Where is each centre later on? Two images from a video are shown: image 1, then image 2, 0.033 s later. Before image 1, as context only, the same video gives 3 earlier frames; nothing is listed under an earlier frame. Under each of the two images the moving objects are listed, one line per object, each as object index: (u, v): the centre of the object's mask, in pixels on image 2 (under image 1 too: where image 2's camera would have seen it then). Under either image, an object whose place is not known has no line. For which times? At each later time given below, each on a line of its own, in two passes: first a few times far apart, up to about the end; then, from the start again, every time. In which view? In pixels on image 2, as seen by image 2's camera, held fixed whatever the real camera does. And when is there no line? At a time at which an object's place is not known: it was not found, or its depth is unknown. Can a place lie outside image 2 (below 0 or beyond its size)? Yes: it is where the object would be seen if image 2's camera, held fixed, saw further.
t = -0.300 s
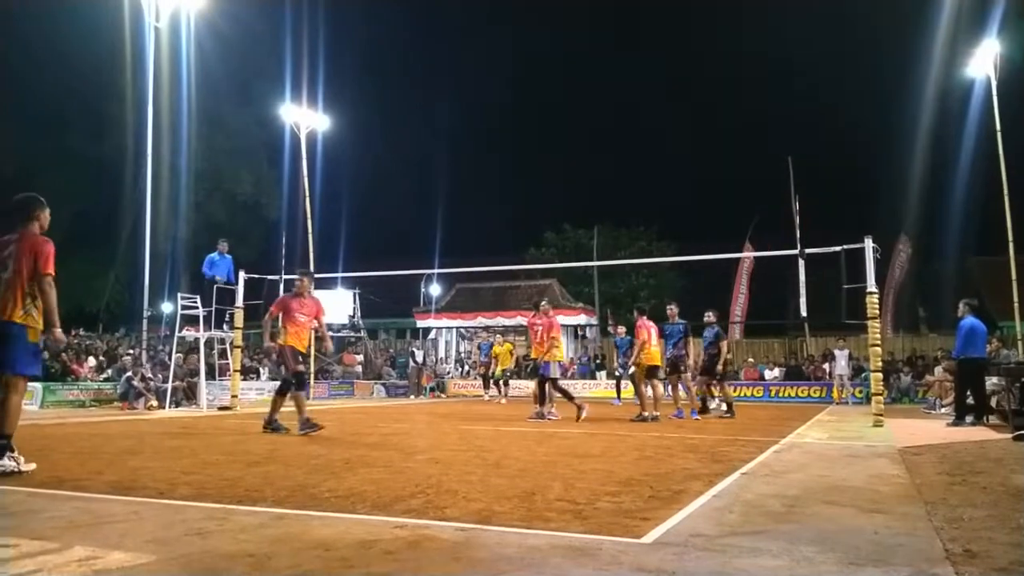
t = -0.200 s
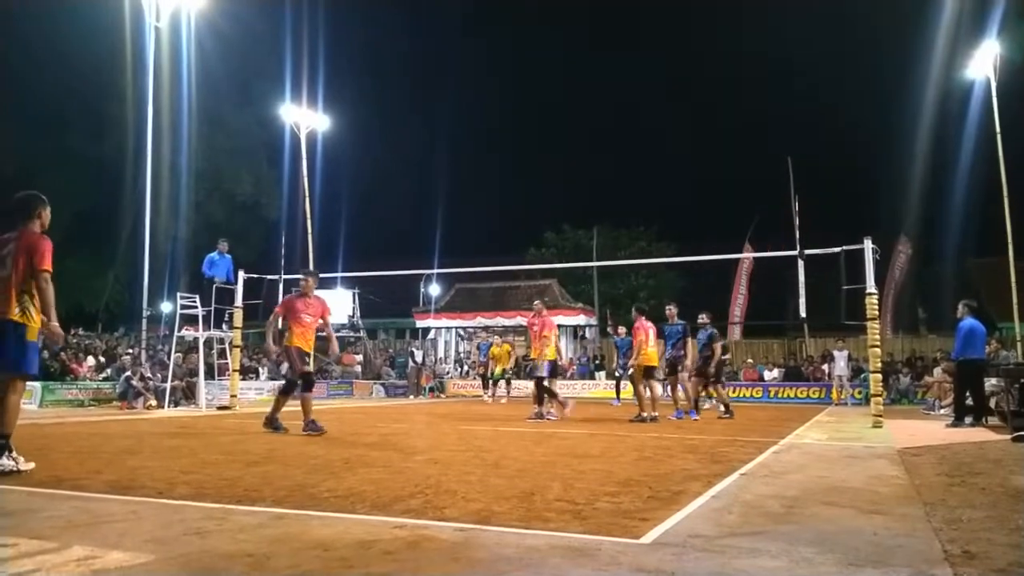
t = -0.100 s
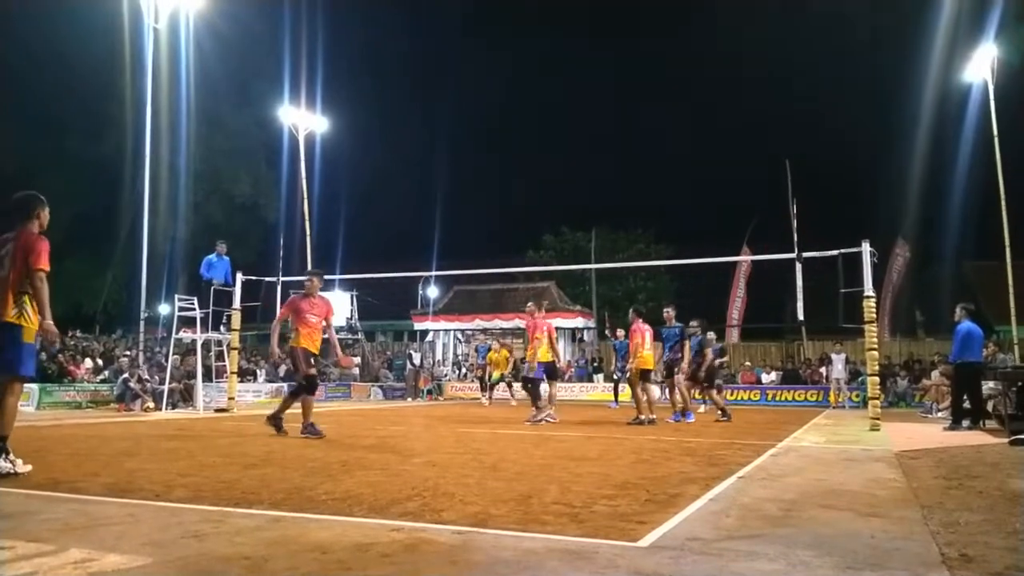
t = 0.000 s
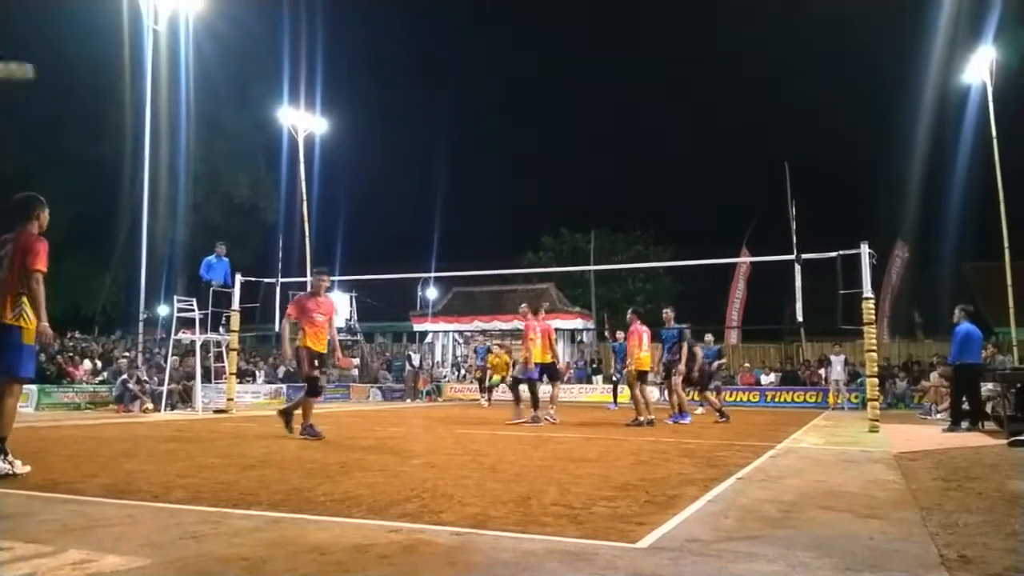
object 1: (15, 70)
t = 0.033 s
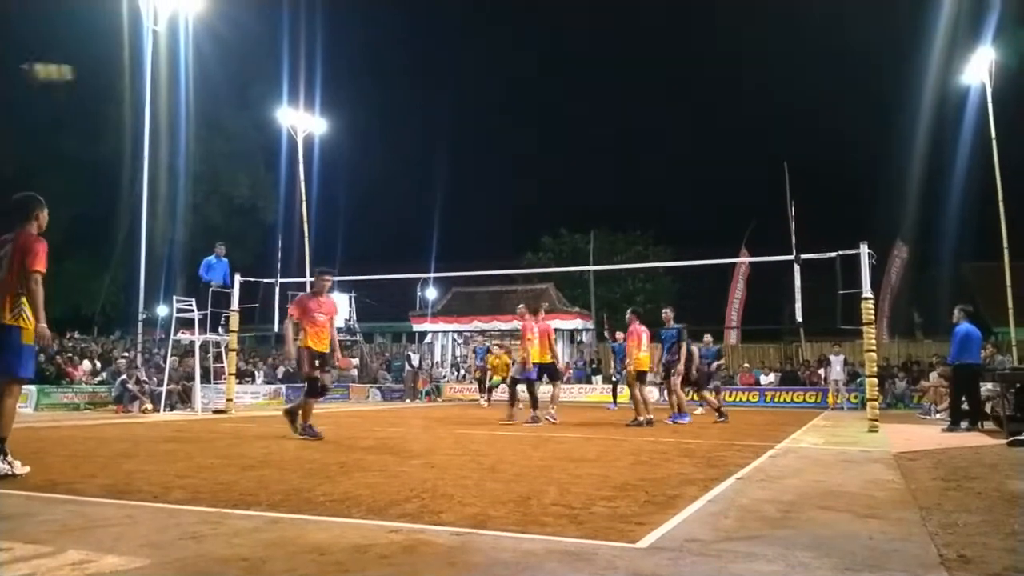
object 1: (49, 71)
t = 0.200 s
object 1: (224, 87)
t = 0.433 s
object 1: (384, 133)
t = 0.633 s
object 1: (480, 183)
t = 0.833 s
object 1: (552, 243)
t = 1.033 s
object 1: (607, 310)
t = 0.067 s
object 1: (91, 73)
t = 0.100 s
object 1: (129, 74)
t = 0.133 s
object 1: (162, 78)
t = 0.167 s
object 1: (197, 85)
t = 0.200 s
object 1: (224, 87)
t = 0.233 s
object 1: (251, 93)
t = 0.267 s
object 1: (277, 99)
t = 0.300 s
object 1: (302, 106)
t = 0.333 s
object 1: (323, 111)
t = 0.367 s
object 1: (346, 118)
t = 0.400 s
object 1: (365, 125)
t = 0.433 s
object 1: (384, 133)
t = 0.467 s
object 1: (403, 141)
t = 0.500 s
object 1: (418, 148)
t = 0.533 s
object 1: (435, 156)
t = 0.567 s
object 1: (451, 165)
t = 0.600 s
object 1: (466, 174)
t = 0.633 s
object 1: (480, 183)
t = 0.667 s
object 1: (493, 192)
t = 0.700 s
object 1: (506, 202)
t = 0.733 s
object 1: (519, 212)
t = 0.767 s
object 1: (530, 222)
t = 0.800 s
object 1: (541, 232)
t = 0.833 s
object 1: (552, 243)
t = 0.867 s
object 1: (562, 253)
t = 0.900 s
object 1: (572, 264)
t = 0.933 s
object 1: (581, 276)
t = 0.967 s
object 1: (590, 286)
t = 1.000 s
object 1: (600, 299)
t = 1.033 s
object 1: (607, 310)
